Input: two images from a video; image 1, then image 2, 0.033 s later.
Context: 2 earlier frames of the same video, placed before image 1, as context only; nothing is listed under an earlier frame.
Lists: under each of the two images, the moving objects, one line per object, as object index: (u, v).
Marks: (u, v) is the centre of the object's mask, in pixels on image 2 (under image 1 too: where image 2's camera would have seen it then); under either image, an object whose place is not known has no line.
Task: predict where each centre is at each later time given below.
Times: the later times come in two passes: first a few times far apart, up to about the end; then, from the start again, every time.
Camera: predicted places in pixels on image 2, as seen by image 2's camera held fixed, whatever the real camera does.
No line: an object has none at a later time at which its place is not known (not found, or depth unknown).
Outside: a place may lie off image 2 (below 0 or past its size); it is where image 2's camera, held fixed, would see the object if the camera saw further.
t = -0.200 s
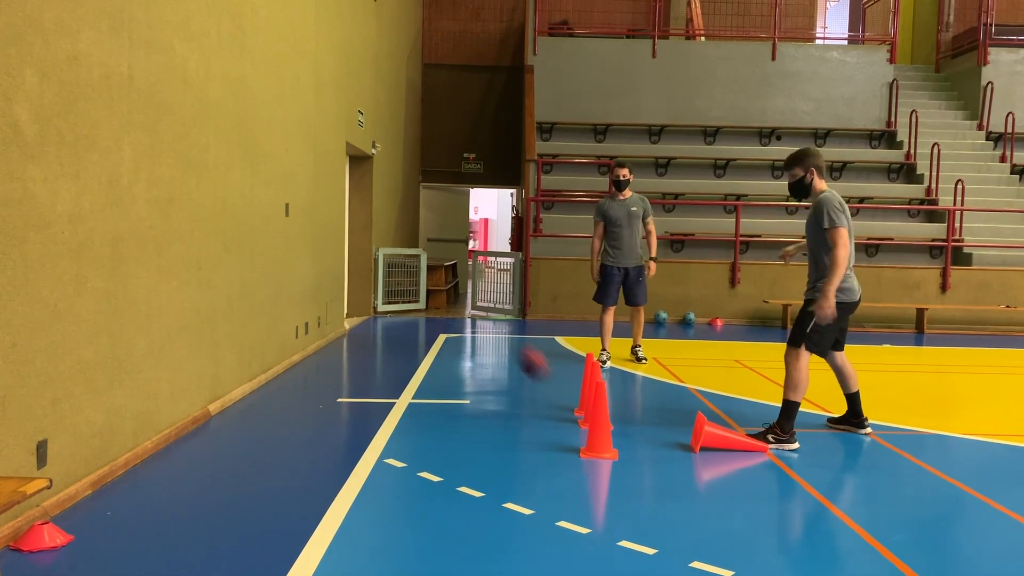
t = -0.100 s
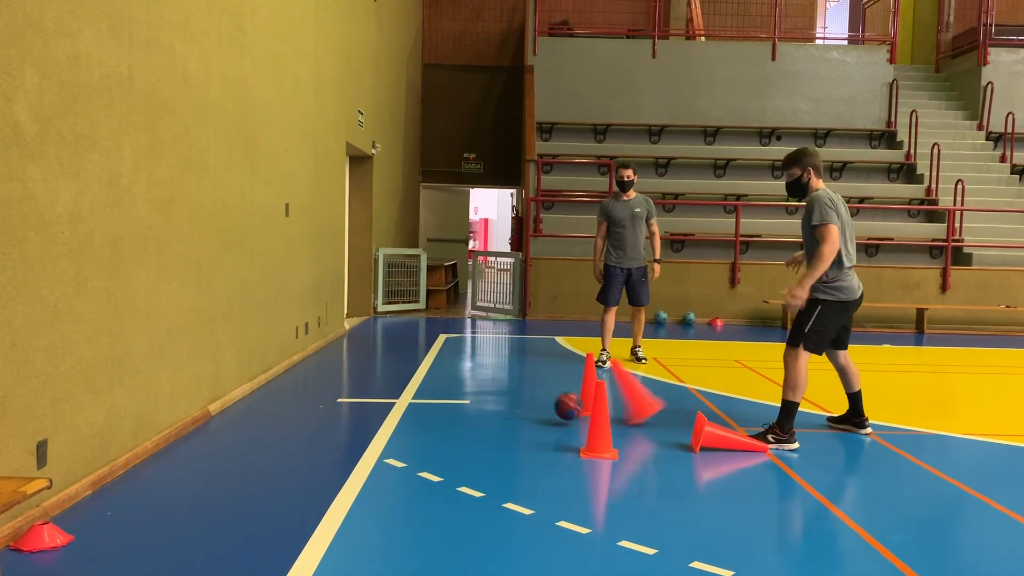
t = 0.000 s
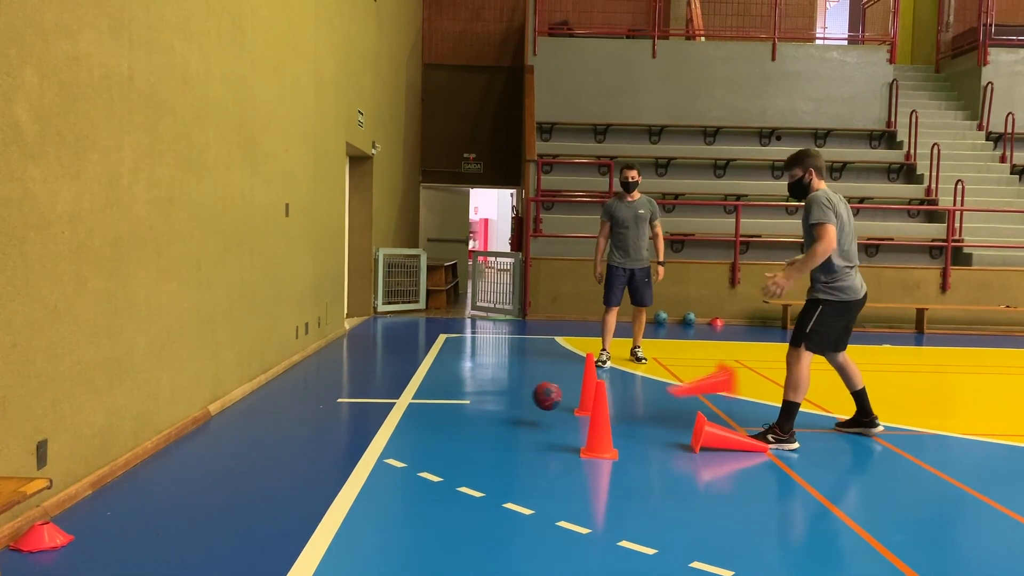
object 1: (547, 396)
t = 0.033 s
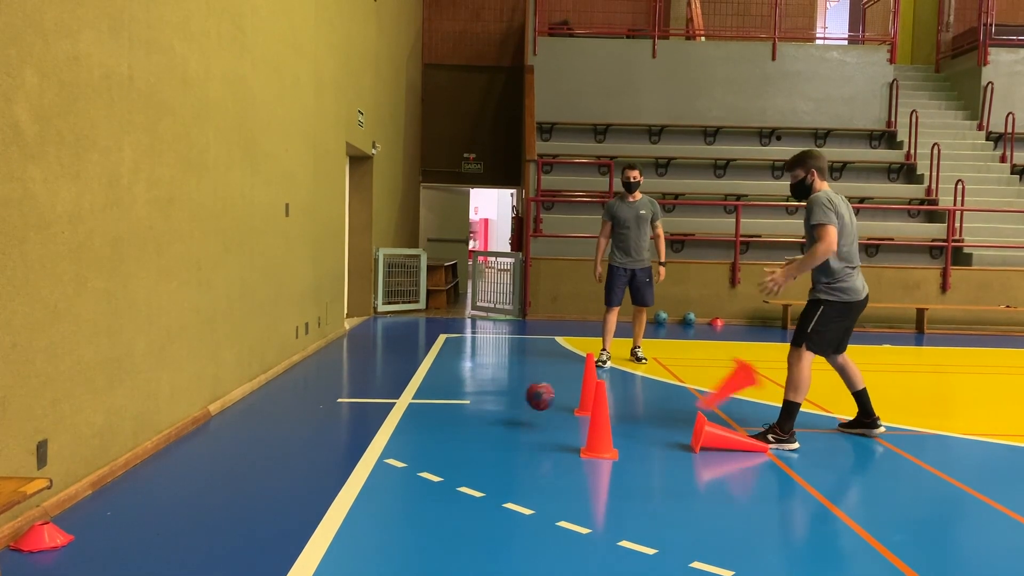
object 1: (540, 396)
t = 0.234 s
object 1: (496, 408)
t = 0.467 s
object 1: (447, 418)
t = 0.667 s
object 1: (403, 421)
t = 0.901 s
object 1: (351, 428)
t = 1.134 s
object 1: (295, 432)
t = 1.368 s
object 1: (239, 437)
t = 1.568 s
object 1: (189, 441)
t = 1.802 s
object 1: (167, 438)
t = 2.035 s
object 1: (176, 449)
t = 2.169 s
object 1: (178, 451)
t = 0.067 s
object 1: (532, 398)
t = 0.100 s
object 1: (524, 402)
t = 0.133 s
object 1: (517, 407)
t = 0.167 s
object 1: (509, 415)
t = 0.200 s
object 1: (503, 413)
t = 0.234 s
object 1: (496, 408)
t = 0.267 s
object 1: (489, 406)
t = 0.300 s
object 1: (482, 405)
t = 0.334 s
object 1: (475, 406)
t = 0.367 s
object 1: (469, 409)
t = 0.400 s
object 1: (462, 414)
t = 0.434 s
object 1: (454, 420)
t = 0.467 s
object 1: (447, 418)
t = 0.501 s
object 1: (440, 415)
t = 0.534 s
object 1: (433, 414)
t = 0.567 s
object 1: (425, 415)
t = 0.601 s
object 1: (417, 419)
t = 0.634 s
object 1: (410, 424)
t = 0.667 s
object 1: (403, 421)
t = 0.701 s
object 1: (395, 420)
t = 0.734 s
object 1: (388, 421)
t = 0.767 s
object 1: (380, 424)
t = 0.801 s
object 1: (373, 426)
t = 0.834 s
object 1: (366, 425)
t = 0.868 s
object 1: (359, 427)
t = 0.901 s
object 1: (351, 428)
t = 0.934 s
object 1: (343, 428)
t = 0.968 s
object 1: (335, 429)
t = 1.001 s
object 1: (327, 430)
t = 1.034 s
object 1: (319, 429)
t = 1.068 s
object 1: (311, 431)
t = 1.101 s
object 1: (303, 431)
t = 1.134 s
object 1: (295, 432)
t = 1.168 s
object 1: (287, 433)
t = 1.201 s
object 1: (280, 434)
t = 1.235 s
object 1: (272, 434)
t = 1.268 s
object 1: (263, 435)
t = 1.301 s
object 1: (255, 436)
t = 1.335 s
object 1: (247, 437)
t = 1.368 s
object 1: (239, 437)
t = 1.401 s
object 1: (231, 439)
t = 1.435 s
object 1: (223, 439)
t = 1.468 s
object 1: (214, 440)
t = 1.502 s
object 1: (206, 439)
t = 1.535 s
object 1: (197, 440)
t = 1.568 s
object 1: (189, 441)
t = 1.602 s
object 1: (181, 442)
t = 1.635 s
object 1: (172, 442)
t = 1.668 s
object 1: (164, 443)
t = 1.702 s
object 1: (156, 443)
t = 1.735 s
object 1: (160, 439)
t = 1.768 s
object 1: (164, 437)
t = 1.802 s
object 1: (167, 438)
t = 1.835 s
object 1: (170, 440)
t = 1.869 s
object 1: (174, 446)
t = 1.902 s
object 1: (175, 445)
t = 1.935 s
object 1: (175, 443)
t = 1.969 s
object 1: (176, 443)
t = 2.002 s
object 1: (176, 446)
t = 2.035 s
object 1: (176, 449)
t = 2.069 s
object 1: (177, 447)
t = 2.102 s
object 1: (177, 447)
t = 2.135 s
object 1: (177, 450)
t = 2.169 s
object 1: (178, 451)
